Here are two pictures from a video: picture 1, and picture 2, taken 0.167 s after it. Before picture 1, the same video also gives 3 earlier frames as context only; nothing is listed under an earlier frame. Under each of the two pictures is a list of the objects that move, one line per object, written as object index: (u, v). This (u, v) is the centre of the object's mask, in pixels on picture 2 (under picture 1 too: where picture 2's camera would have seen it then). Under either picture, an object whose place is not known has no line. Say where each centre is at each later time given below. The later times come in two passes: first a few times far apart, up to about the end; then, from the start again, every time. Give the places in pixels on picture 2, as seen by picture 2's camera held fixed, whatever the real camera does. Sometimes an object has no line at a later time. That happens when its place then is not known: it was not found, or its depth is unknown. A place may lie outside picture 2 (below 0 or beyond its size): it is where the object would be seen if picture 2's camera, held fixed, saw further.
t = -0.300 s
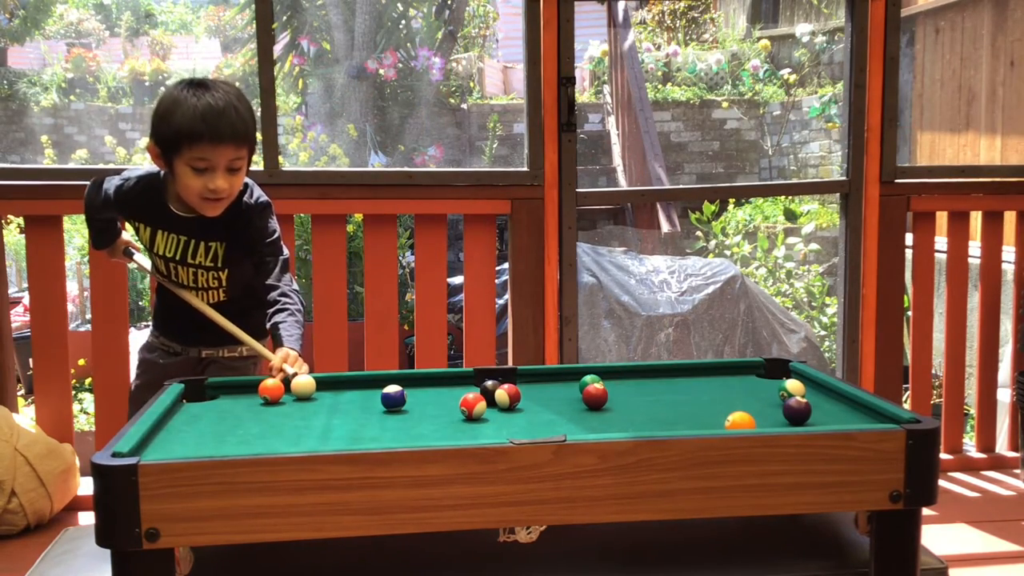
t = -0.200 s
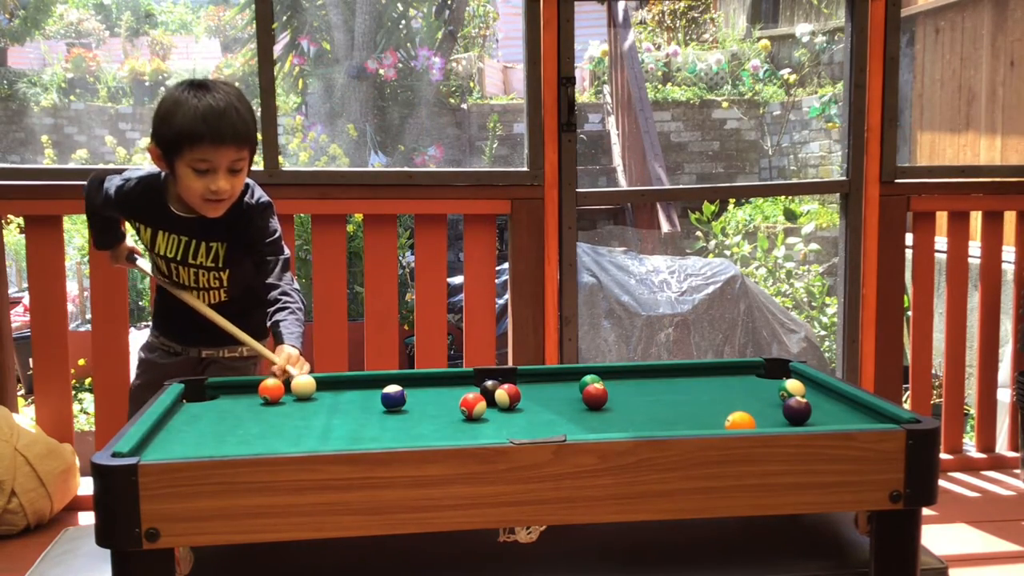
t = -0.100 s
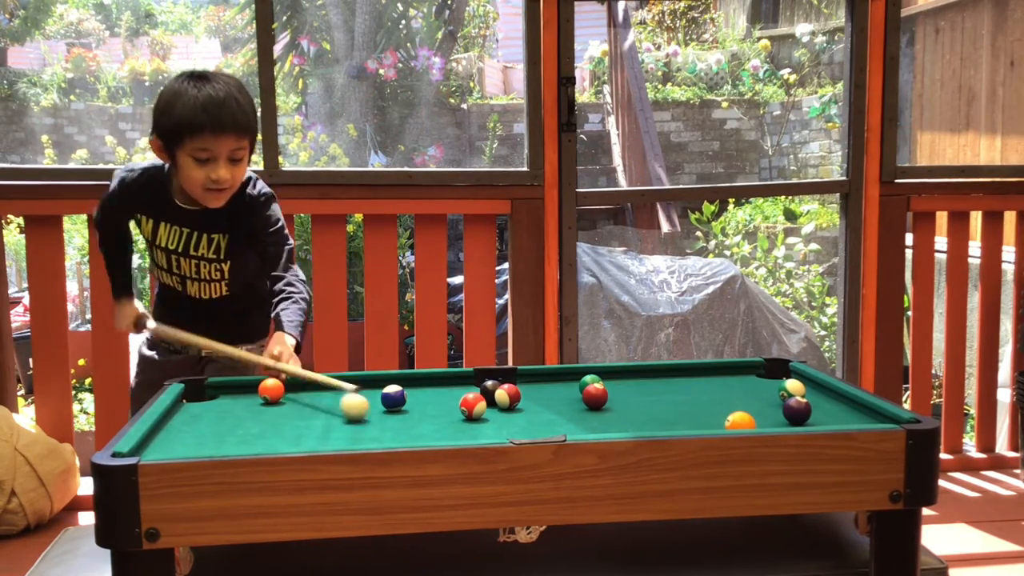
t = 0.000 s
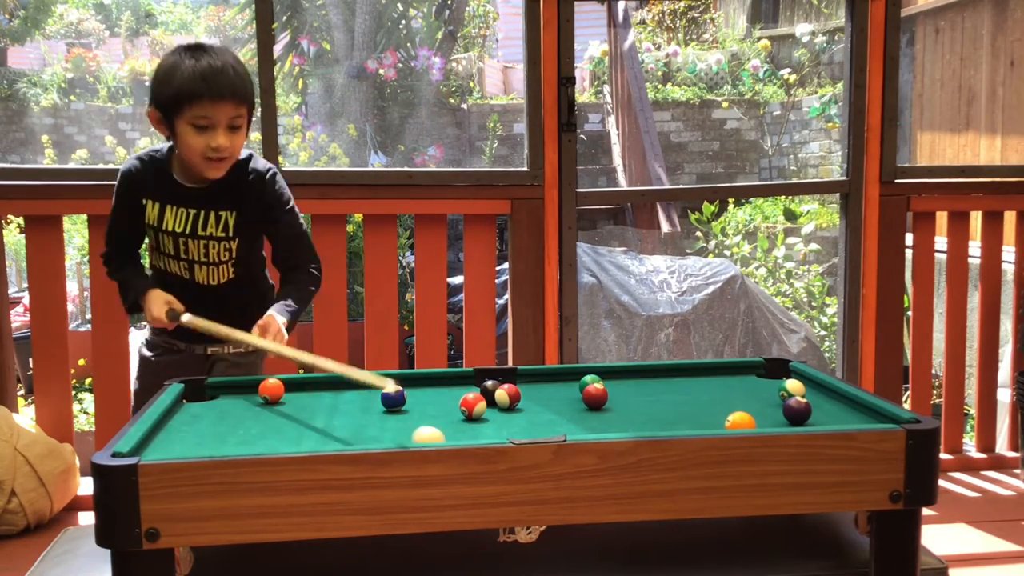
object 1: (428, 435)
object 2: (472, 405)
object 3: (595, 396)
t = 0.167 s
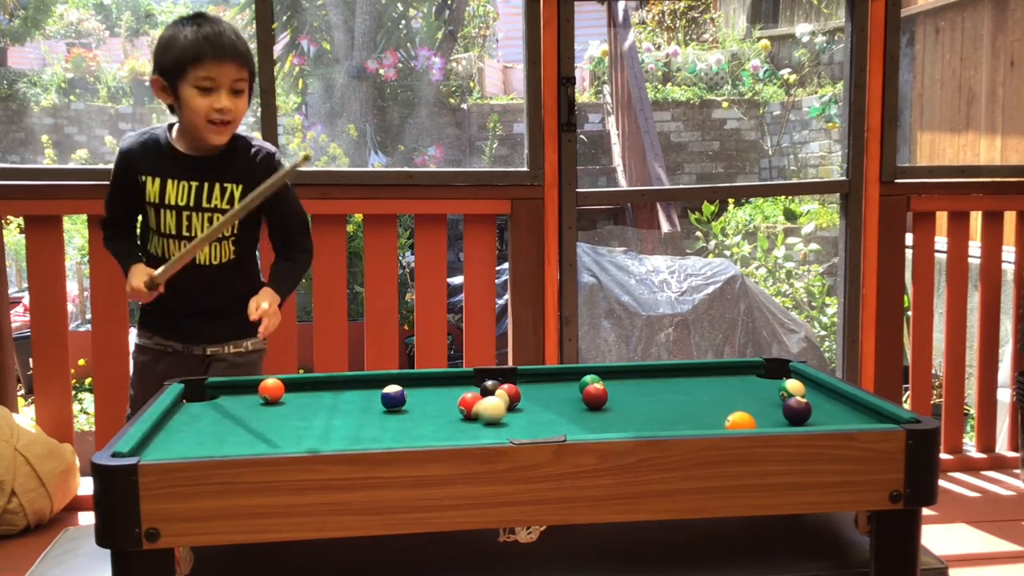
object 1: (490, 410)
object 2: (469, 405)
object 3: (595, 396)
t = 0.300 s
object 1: (555, 400)
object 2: (451, 397)
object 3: (595, 396)
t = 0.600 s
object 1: (583, 393)
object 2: (415, 385)
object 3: (665, 389)
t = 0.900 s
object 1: (589, 391)
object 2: (387, 378)
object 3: (716, 383)
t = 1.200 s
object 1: (589, 391)
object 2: (373, 383)
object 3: (748, 379)
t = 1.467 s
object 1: (589, 391)
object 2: (365, 386)
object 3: (760, 378)
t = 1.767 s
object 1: (590, 391)
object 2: (360, 387)
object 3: (759, 378)
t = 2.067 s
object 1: (590, 391)
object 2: (360, 387)
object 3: (759, 378)
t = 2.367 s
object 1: (590, 391)
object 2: (360, 387)
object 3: (759, 378)
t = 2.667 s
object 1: (590, 391)
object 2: (360, 387)
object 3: (759, 377)
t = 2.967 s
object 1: (590, 391)
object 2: (360, 387)
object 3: (759, 377)
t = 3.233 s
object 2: (360, 387)
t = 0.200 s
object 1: (509, 407)
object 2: (465, 403)
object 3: (595, 396)
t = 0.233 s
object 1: (525, 405)
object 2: (460, 401)
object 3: (595, 396)
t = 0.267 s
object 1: (541, 402)
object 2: (456, 399)
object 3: (595, 396)
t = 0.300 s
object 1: (555, 400)
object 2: (451, 397)
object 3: (595, 396)
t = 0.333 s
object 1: (570, 398)
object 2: (446, 396)
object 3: (595, 396)
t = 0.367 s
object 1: (570, 398)
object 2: (442, 394)
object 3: (607, 395)
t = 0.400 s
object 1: (571, 397)
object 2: (438, 393)
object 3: (617, 394)
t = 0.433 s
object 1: (573, 396)
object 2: (434, 391)
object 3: (627, 393)
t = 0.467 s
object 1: (575, 395)
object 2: (429, 390)
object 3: (635, 392)
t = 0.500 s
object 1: (577, 395)
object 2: (426, 389)
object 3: (643, 391)
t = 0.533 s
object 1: (579, 394)
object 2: (422, 387)
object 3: (650, 390)
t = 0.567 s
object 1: (581, 393)
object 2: (418, 386)
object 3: (658, 390)
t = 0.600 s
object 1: (583, 393)
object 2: (415, 385)
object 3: (665, 389)
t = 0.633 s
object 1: (584, 392)
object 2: (411, 383)
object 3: (671, 388)
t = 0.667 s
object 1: (586, 392)
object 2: (408, 381)
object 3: (678, 387)
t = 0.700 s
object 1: (587, 392)
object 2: (405, 380)
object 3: (684, 387)
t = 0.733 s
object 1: (587, 391)
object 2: (401, 378)
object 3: (690, 386)
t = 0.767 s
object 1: (588, 391)
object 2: (398, 377)
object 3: (696, 386)
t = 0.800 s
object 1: (588, 391)
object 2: (394, 377)
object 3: (701, 385)
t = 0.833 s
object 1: (589, 391)
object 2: (391, 376)
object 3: (707, 384)
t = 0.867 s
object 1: (589, 391)
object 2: (389, 377)
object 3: (712, 384)
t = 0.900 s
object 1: (589, 391)
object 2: (387, 378)
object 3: (716, 383)
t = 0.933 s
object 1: (589, 391)
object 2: (385, 378)
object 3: (721, 383)
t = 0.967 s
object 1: (589, 391)
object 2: (383, 379)
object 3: (725, 382)
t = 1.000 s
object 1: (590, 391)
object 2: (381, 380)
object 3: (729, 382)
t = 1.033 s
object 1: (589, 391)
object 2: (380, 380)
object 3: (733, 381)
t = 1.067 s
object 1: (589, 391)
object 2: (378, 381)
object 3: (736, 381)
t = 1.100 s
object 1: (589, 391)
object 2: (376, 382)
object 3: (739, 380)
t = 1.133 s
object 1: (589, 391)
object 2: (375, 382)
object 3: (742, 380)
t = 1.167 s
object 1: (590, 391)
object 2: (374, 383)
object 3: (745, 380)
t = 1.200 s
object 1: (589, 391)
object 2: (373, 383)
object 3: (748, 379)
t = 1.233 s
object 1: (590, 391)
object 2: (372, 384)
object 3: (750, 379)
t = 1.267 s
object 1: (590, 391)
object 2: (371, 384)
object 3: (752, 379)
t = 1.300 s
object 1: (590, 391)
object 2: (370, 385)
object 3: (754, 379)
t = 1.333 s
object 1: (590, 391)
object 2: (369, 385)
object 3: (755, 379)
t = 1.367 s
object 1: (589, 391)
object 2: (368, 385)
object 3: (757, 378)
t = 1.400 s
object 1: (589, 391)
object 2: (367, 385)
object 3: (758, 378)
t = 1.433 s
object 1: (589, 391)
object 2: (366, 386)
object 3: (759, 378)
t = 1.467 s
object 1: (589, 391)
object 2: (365, 386)
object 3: (760, 378)
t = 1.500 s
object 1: (589, 391)
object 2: (364, 386)
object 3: (760, 378)
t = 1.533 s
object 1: (590, 391)
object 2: (364, 386)
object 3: (760, 378)
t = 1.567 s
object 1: (590, 391)
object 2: (363, 386)
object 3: (761, 378)
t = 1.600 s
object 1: (590, 391)
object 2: (362, 387)
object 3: (760, 378)
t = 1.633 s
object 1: (590, 391)
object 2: (362, 387)
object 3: (760, 378)
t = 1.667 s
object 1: (589, 391)
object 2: (361, 387)
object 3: (760, 378)
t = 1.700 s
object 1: (590, 391)
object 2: (361, 387)
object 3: (760, 378)
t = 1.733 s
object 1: (590, 391)
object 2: (360, 387)
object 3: (759, 378)
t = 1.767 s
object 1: (590, 391)
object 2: (360, 387)
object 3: (759, 378)
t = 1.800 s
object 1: (590, 391)
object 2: (360, 387)
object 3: (759, 378)
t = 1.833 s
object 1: (590, 391)
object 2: (360, 387)
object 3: (759, 378)
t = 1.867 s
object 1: (590, 391)
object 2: (360, 387)
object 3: (759, 378)
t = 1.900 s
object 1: (590, 391)
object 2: (360, 387)
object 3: (759, 378)
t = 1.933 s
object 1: (590, 391)
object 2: (360, 387)
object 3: (759, 378)
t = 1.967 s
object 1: (590, 391)
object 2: (360, 387)
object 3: (759, 378)
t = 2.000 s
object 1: (590, 391)
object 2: (360, 387)
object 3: (759, 377)
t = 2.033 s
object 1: (590, 391)
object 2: (360, 387)
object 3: (759, 378)
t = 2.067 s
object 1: (590, 391)
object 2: (360, 387)
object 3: (759, 378)
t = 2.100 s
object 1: (590, 391)
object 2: (360, 387)
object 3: (759, 378)
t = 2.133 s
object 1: (590, 391)
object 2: (360, 387)
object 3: (759, 378)
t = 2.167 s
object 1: (590, 391)
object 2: (360, 387)
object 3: (759, 377)
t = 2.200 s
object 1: (590, 391)
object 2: (360, 387)
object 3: (759, 377)
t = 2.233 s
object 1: (590, 391)
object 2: (360, 387)
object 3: (759, 378)
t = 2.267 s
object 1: (590, 391)
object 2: (360, 387)
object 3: (759, 378)
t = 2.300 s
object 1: (590, 391)
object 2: (360, 387)
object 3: (759, 378)
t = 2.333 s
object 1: (590, 391)
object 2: (360, 387)
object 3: (759, 378)
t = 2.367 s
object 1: (590, 391)
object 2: (360, 387)
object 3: (759, 378)
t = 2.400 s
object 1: (590, 391)
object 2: (360, 387)
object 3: (759, 377)
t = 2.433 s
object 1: (590, 391)
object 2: (360, 387)
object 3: (759, 378)
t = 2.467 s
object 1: (590, 391)
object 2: (360, 387)
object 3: (759, 378)
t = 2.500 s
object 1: (590, 391)
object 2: (360, 387)
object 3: (759, 378)
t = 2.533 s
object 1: (590, 391)
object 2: (360, 387)
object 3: (759, 378)
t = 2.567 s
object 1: (590, 391)
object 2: (360, 387)
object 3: (759, 378)
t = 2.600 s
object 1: (590, 391)
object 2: (360, 387)
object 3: (759, 378)
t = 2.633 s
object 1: (590, 391)
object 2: (360, 387)
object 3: (759, 377)
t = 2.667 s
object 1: (590, 391)
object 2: (360, 387)
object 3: (759, 377)
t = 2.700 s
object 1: (590, 391)
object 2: (360, 387)
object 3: (759, 378)
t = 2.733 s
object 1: (590, 391)
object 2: (360, 387)
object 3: (759, 377)
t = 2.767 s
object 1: (590, 391)
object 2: (360, 387)
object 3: (759, 378)
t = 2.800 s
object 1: (590, 391)
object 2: (360, 387)
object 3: (759, 377)
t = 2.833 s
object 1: (590, 391)
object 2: (360, 387)
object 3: (759, 378)
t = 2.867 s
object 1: (590, 391)
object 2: (360, 387)
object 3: (759, 378)
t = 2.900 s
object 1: (590, 391)
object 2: (360, 387)
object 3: (759, 377)
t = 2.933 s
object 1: (590, 391)
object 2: (360, 387)
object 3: (759, 377)
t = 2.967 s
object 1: (590, 391)
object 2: (360, 387)
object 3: (759, 377)
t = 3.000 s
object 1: (590, 391)
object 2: (360, 387)
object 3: (759, 378)
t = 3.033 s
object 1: (590, 391)
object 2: (360, 387)
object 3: (759, 377)
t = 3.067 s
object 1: (590, 391)
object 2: (360, 387)
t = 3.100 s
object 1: (590, 391)
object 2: (360, 387)
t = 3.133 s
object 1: (589, 391)
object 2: (360, 387)
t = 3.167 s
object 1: (588, 391)
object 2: (360, 387)
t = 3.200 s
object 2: (360, 387)
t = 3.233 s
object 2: (360, 387)
